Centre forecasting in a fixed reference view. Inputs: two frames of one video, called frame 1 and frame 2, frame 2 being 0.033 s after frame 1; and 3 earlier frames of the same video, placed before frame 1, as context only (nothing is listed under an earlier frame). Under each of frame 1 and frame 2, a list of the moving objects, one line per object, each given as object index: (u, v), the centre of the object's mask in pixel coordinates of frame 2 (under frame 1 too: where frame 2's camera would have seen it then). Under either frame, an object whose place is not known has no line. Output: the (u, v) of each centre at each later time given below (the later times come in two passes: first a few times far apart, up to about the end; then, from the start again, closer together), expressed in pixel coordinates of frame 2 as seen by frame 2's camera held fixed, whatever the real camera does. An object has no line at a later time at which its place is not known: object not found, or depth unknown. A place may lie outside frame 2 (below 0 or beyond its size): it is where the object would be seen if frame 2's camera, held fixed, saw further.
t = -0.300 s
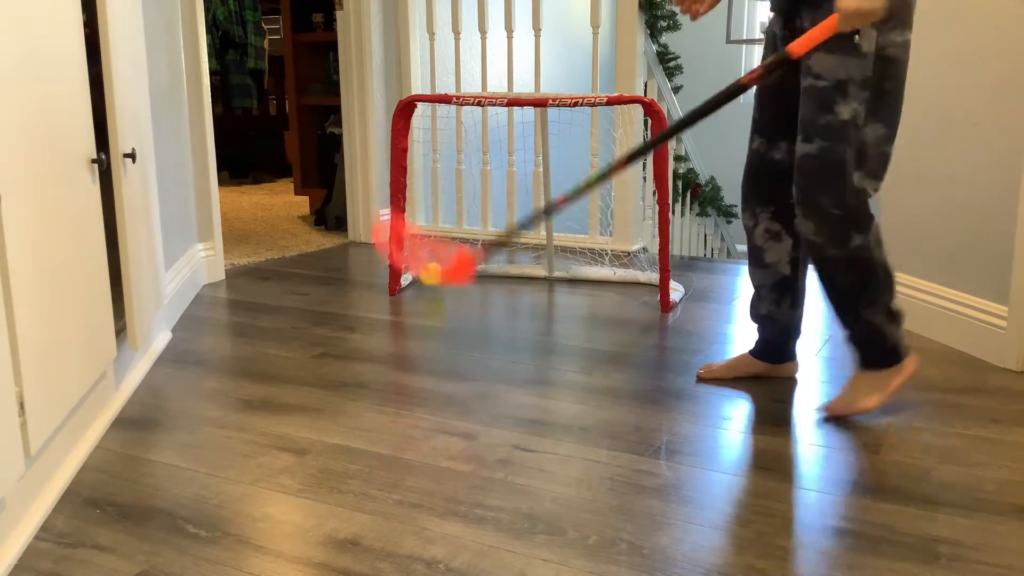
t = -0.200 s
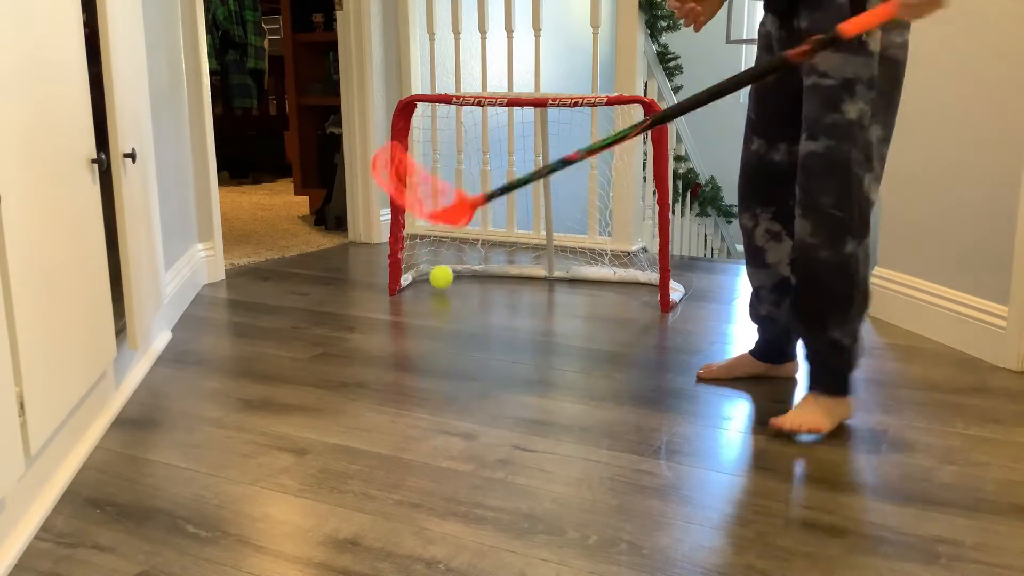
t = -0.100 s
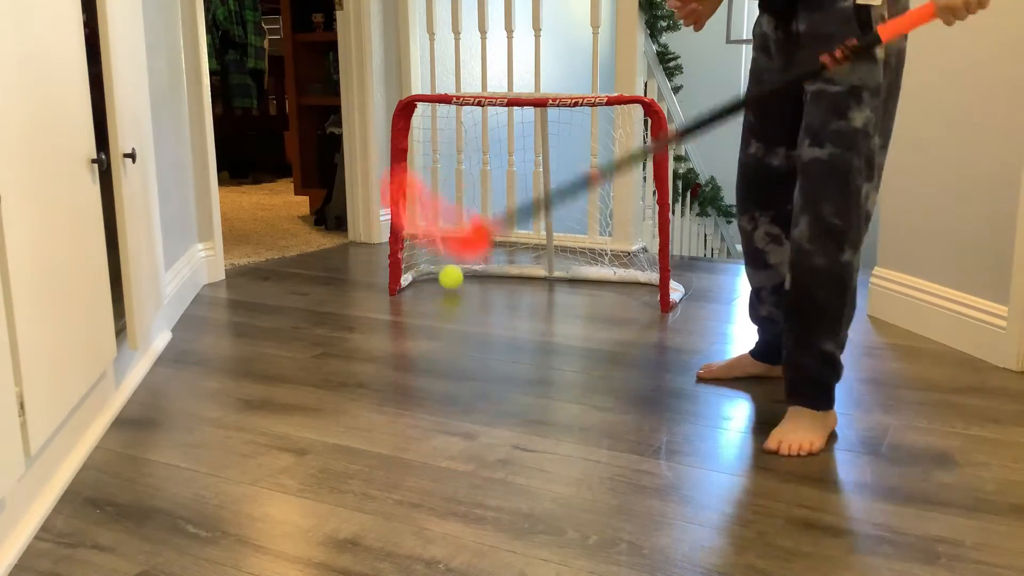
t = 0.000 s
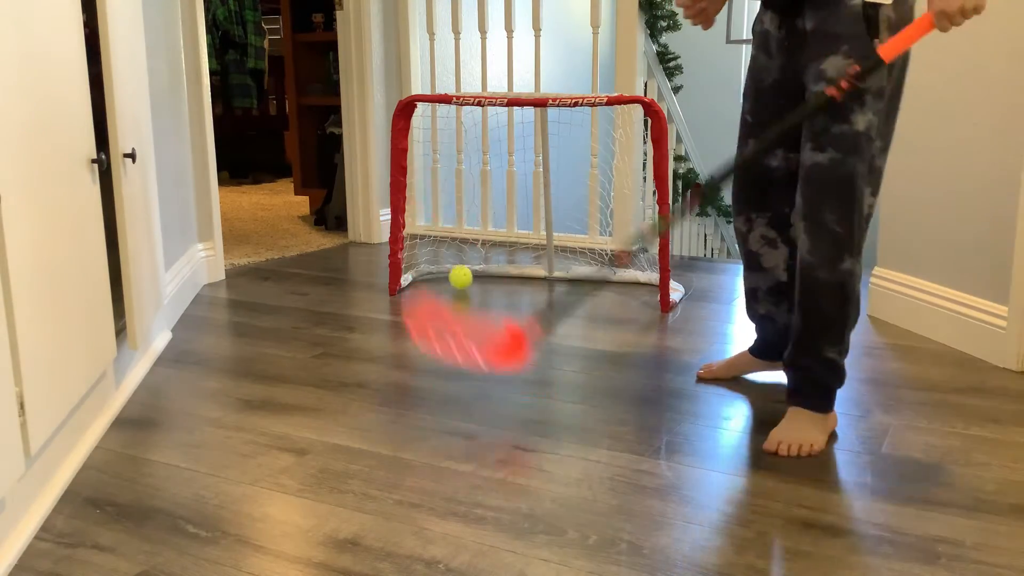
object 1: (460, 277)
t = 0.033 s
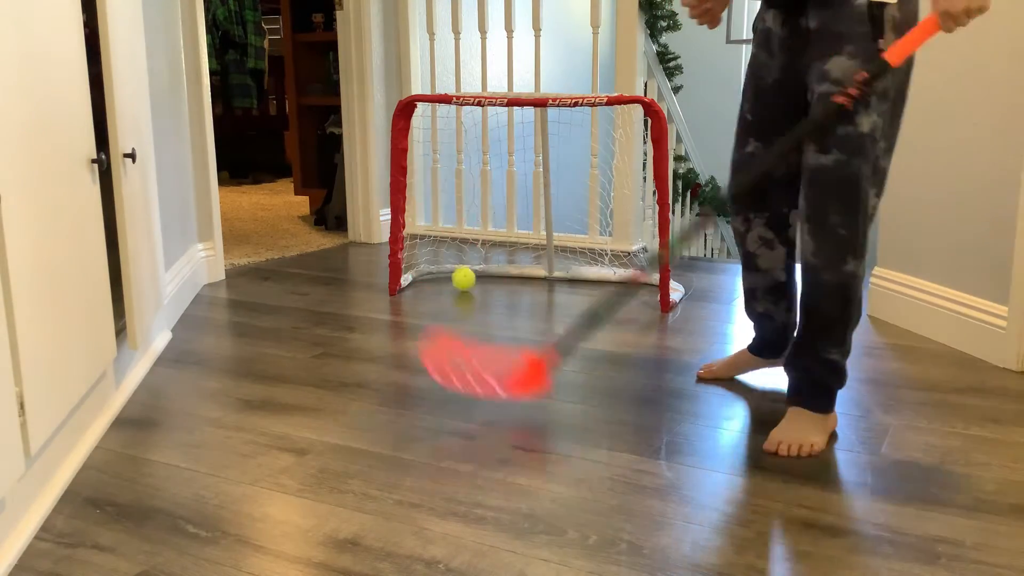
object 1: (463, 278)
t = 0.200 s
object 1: (478, 278)
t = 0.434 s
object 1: (498, 278)
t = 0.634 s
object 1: (514, 279)
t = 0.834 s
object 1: (530, 279)
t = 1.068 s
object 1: (548, 279)
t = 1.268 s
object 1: (562, 279)
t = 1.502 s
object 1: (577, 278)
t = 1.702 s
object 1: (589, 278)
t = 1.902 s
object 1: (601, 278)
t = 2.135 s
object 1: (612, 278)
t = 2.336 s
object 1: (620, 278)
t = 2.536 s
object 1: (625, 278)
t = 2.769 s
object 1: (626, 279)
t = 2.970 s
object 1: (624, 279)
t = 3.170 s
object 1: (624, 279)
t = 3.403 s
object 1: (625, 280)
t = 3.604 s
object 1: (625, 280)
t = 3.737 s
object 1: (625, 280)
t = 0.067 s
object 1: (466, 278)
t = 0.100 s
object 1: (470, 278)
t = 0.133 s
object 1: (472, 278)
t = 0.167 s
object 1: (475, 278)
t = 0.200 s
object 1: (478, 278)
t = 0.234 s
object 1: (481, 278)
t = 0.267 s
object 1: (484, 278)
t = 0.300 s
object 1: (486, 279)
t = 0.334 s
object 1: (489, 278)
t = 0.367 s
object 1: (492, 278)
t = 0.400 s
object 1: (495, 278)
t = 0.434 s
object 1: (498, 278)
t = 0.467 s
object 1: (501, 278)
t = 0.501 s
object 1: (503, 278)
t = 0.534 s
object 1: (506, 279)
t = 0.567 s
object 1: (509, 278)
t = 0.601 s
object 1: (511, 278)
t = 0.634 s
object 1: (514, 279)
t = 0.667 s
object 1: (517, 279)
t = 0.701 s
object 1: (520, 279)
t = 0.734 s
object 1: (522, 278)
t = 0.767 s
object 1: (526, 278)
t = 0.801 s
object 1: (528, 279)
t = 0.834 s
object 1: (530, 279)
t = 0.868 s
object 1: (533, 279)
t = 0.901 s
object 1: (535, 279)
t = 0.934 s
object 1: (537, 279)
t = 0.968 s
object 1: (540, 278)
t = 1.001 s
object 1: (543, 279)
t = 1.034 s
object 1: (545, 279)
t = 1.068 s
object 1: (548, 279)
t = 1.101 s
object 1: (550, 279)
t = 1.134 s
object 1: (552, 279)
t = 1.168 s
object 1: (554, 279)
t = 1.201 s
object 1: (557, 279)
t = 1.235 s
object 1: (559, 279)
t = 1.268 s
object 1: (562, 279)
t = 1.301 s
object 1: (564, 279)
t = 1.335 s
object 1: (566, 279)
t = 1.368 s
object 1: (568, 278)
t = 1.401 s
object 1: (571, 279)
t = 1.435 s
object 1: (573, 279)
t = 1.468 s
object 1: (575, 279)
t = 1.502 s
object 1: (577, 278)
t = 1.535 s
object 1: (579, 278)
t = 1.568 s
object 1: (581, 278)
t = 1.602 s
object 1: (583, 278)
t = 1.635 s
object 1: (584, 278)
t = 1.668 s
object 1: (587, 278)
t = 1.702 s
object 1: (589, 278)
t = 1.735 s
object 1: (591, 279)
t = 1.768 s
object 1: (593, 279)
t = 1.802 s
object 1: (595, 279)
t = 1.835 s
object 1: (596, 278)
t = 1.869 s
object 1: (599, 279)
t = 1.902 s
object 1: (601, 278)
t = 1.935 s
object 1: (602, 279)
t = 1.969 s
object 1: (604, 278)
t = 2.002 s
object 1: (606, 279)
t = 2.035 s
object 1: (608, 278)
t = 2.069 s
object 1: (609, 278)
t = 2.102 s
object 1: (611, 278)
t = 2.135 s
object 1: (612, 278)
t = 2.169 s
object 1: (614, 278)
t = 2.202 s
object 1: (615, 278)
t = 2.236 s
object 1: (616, 278)
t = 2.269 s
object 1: (618, 278)
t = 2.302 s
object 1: (619, 278)
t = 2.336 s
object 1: (620, 278)
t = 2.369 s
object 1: (621, 278)
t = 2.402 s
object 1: (623, 278)
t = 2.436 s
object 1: (623, 278)
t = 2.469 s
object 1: (624, 278)
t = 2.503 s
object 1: (625, 278)
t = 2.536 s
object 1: (625, 278)
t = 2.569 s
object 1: (625, 278)
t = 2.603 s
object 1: (626, 279)
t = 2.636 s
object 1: (626, 279)
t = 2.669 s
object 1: (627, 279)
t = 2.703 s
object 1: (627, 279)
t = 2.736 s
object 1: (627, 279)
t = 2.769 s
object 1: (626, 279)
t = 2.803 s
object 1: (626, 279)
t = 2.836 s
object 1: (626, 279)
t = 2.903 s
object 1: (625, 279)
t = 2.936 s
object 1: (625, 279)
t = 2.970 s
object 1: (624, 279)
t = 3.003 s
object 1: (624, 279)
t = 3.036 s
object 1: (624, 279)
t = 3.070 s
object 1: (624, 279)
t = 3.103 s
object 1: (624, 279)
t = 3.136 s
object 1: (624, 279)
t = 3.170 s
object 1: (624, 279)
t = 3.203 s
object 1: (624, 279)
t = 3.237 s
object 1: (625, 279)
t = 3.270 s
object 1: (625, 280)
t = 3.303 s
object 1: (625, 279)
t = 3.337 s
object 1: (625, 280)
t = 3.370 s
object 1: (625, 280)
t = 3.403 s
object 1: (625, 280)
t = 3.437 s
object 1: (625, 280)
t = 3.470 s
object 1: (625, 279)
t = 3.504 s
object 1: (625, 280)
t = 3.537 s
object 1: (625, 280)
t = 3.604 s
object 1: (625, 280)
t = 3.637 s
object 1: (625, 280)
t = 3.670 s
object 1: (625, 280)
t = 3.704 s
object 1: (625, 280)
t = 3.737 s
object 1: (625, 280)
